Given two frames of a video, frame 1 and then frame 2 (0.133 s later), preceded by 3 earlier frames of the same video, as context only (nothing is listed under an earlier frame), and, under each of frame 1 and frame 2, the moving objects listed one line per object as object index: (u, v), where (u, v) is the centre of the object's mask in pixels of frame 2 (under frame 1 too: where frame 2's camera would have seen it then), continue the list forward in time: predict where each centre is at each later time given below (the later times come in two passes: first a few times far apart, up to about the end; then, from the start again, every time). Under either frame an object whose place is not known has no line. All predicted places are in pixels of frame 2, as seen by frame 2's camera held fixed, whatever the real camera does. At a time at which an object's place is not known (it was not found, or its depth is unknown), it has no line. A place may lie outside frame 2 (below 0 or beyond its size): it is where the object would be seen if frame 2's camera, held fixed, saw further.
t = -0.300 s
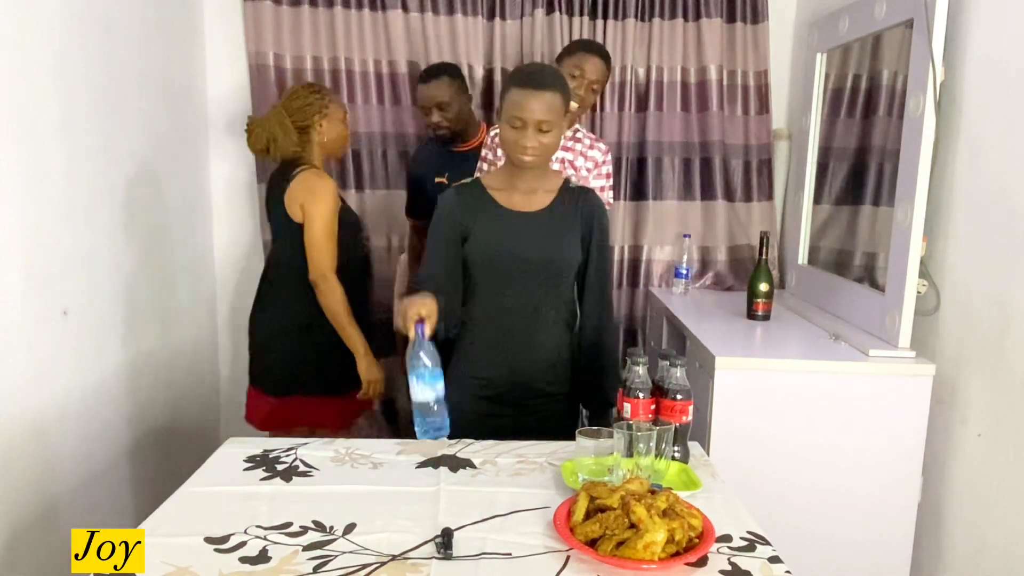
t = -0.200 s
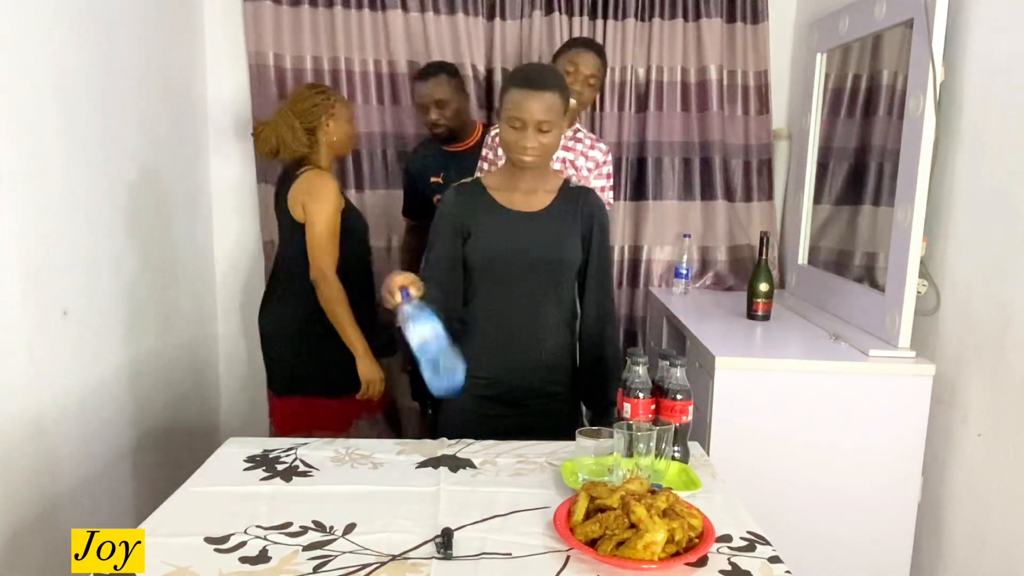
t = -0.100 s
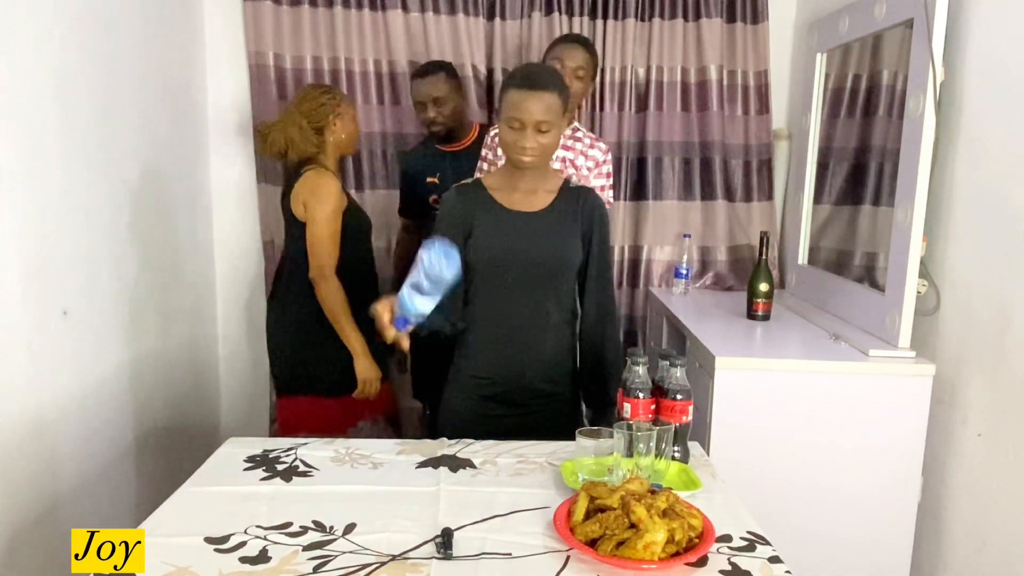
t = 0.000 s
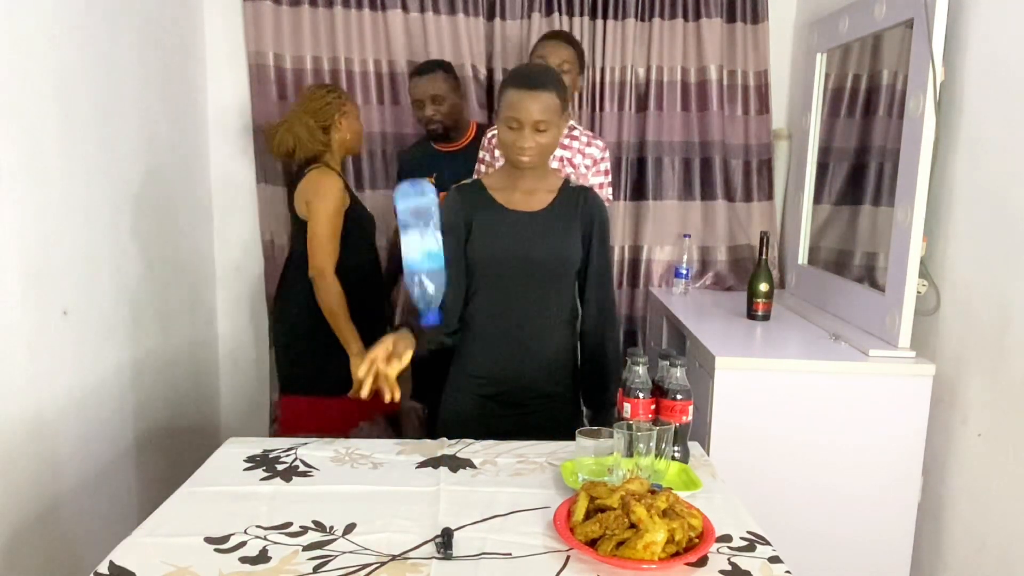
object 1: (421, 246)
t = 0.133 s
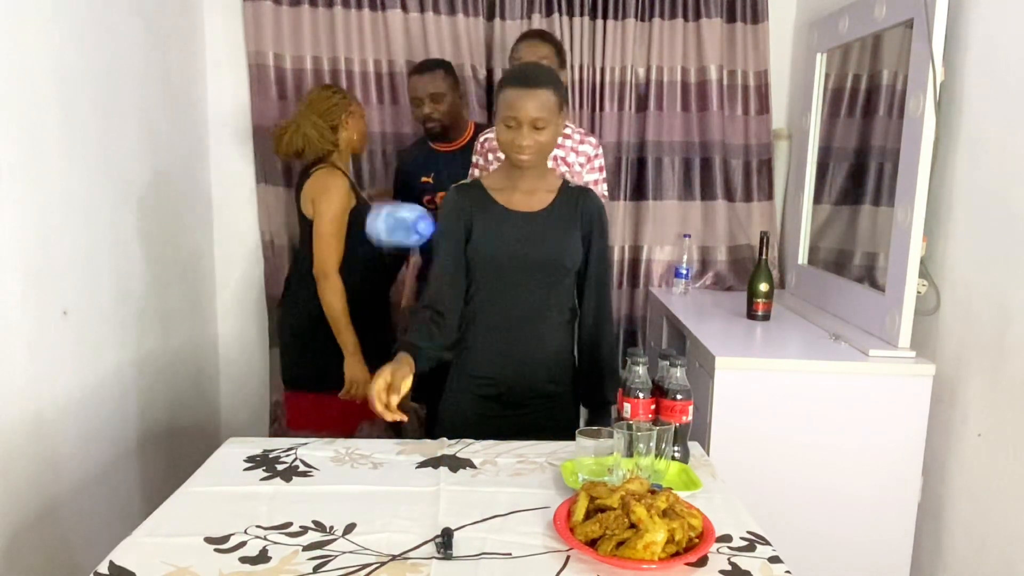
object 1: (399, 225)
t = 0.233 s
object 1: (379, 288)
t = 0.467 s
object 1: (332, 437)
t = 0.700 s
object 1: (299, 463)
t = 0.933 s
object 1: (274, 462)
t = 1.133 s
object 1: (256, 462)
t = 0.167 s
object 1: (392, 239)
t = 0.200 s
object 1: (386, 260)
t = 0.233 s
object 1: (379, 288)
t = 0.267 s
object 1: (372, 323)
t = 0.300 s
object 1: (365, 366)
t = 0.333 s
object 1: (357, 407)
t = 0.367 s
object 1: (348, 414)
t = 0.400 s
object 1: (342, 421)
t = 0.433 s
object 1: (338, 427)
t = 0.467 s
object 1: (332, 437)
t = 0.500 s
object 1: (325, 453)
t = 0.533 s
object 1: (319, 459)
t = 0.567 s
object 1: (314, 462)
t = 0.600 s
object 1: (309, 462)
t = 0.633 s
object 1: (306, 463)
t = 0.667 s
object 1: (302, 463)
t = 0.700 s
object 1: (299, 463)
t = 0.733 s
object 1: (295, 463)
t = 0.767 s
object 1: (292, 463)
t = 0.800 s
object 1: (288, 463)
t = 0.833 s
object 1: (283, 462)
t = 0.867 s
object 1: (280, 462)
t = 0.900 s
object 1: (277, 462)
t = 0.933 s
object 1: (274, 462)
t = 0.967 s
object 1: (271, 462)
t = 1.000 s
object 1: (268, 462)
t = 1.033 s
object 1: (264, 462)
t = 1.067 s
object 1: (261, 462)
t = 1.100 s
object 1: (259, 462)
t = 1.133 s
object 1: (256, 462)
